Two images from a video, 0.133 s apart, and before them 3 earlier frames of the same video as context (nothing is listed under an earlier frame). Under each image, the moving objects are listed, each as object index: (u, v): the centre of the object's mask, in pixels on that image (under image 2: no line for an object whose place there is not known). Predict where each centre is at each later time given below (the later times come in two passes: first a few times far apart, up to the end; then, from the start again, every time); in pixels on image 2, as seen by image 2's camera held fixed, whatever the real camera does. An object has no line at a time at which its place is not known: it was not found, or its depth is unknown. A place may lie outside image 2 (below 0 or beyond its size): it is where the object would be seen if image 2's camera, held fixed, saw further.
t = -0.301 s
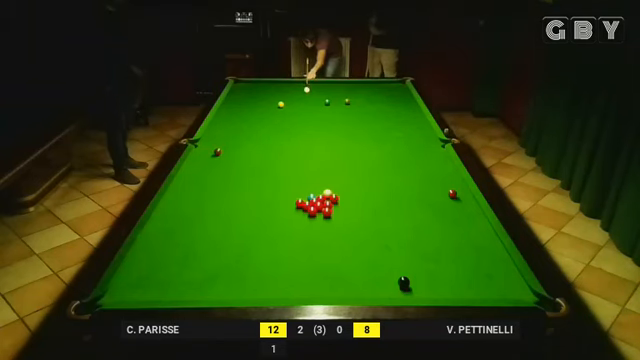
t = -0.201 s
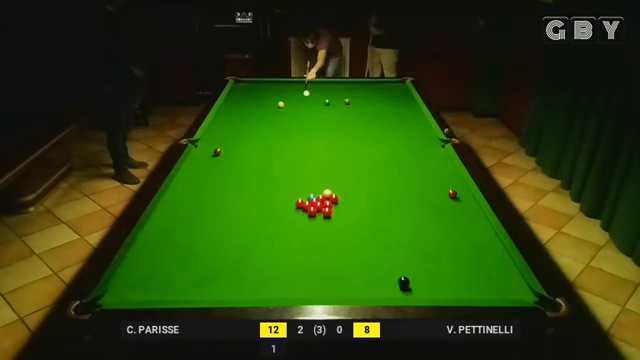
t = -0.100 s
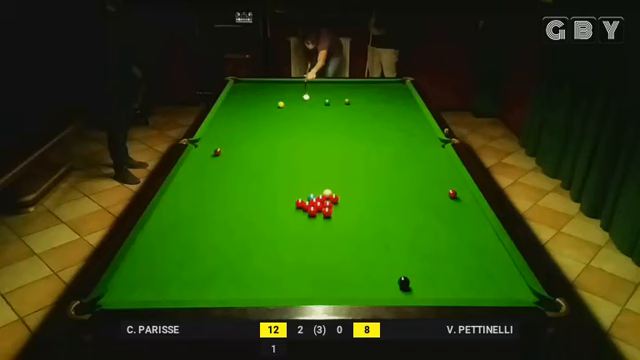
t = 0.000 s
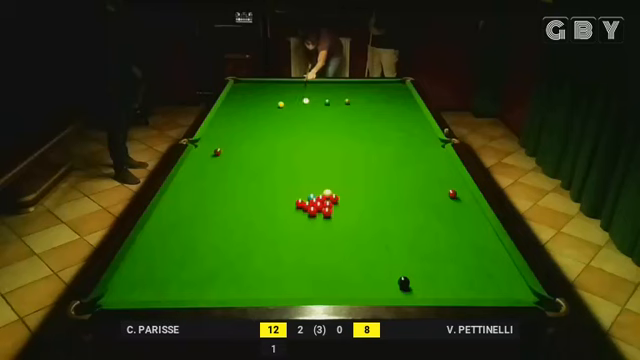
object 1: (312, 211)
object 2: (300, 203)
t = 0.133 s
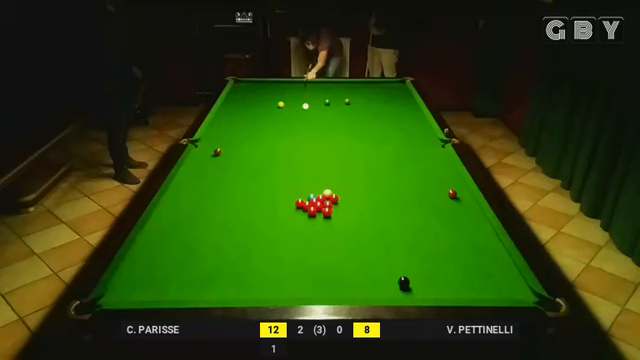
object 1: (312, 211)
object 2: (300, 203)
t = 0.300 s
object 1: (312, 211)
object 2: (300, 204)
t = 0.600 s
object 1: (312, 211)
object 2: (300, 203)
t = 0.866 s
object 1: (312, 211)
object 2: (300, 204)
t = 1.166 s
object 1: (312, 211)
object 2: (300, 203)
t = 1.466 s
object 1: (312, 211)
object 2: (300, 203)
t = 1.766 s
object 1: (313, 212)
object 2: (293, 207)
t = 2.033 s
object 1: (318, 218)
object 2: (277, 215)
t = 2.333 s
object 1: (323, 223)
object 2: (260, 224)
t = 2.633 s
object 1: (327, 229)
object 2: (243, 233)
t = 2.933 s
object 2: (226, 242)
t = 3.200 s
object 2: (211, 249)
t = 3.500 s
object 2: (195, 257)
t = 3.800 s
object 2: (180, 265)
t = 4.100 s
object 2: (166, 272)
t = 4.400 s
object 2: (154, 278)
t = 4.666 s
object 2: (144, 283)
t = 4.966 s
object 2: (134, 287)
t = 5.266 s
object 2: (127, 291)
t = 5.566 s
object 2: (121, 293)
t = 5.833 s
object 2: (117, 295)
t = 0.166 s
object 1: (312, 211)
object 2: (300, 203)
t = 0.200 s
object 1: (312, 211)
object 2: (300, 203)
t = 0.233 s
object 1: (312, 211)
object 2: (300, 203)
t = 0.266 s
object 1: (312, 211)
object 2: (300, 203)
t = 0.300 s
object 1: (312, 211)
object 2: (300, 204)
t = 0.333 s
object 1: (312, 211)
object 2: (300, 203)
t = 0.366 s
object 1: (312, 211)
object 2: (300, 203)
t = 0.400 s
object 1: (312, 211)
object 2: (300, 203)
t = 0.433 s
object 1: (312, 211)
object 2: (300, 203)
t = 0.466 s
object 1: (312, 211)
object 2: (300, 203)
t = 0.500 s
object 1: (312, 211)
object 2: (300, 203)
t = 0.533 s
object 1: (312, 211)
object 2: (300, 203)
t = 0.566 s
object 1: (312, 211)
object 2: (300, 203)
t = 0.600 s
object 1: (312, 211)
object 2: (300, 203)
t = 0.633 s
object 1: (312, 211)
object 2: (300, 203)
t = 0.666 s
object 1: (312, 211)
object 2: (300, 203)
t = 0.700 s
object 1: (312, 211)
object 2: (300, 203)
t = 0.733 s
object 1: (312, 211)
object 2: (300, 203)
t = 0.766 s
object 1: (312, 211)
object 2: (300, 203)
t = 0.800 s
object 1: (312, 211)
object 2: (300, 204)
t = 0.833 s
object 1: (312, 211)
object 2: (300, 203)
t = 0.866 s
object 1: (312, 211)
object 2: (300, 204)
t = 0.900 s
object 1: (312, 211)
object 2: (300, 203)
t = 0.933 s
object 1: (312, 211)
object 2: (300, 203)
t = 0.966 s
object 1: (312, 211)
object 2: (300, 203)
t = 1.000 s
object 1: (312, 211)
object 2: (300, 203)
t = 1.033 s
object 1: (312, 211)
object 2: (300, 203)
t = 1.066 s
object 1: (312, 211)
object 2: (300, 204)
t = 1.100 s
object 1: (312, 211)
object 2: (300, 204)
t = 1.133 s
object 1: (312, 211)
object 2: (300, 204)
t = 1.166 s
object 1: (312, 211)
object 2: (300, 203)
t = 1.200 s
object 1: (312, 211)
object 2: (300, 203)
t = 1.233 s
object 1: (312, 211)
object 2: (300, 203)
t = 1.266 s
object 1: (312, 211)
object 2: (300, 203)
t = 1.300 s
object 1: (312, 211)
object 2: (300, 203)
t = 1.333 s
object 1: (312, 211)
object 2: (300, 203)
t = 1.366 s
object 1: (312, 211)
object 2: (300, 203)
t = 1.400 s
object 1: (312, 211)
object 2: (300, 203)
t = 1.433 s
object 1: (312, 211)
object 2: (300, 203)
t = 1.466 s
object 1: (312, 211)
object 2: (300, 203)
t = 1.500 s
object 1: (312, 211)
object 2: (300, 203)
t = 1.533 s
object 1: (312, 211)
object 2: (300, 203)
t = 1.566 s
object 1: (312, 211)
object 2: (300, 204)
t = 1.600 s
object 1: (312, 211)
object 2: (300, 203)
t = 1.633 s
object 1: (312, 211)
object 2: (300, 204)
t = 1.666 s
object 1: (312, 211)
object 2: (299, 204)
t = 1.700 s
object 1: (312, 211)
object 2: (298, 205)
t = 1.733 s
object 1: (312, 211)
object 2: (296, 206)
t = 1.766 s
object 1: (313, 212)
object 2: (293, 207)
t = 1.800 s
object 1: (314, 213)
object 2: (291, 208)
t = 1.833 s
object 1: (314, 213)
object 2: (289, 209)
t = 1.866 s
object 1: (315, 214)
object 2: (287, 211)
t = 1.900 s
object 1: (315, 215)
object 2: (285, 212)
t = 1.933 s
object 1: (316, 216)
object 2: (283, 213)
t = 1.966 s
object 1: (317, 217)
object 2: (281, 213)
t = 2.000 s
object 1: (317, 218)
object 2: (279, 214)
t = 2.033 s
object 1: (318, 218)
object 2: (277, 215)
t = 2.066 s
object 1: (319, 219)
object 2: (275, 217)
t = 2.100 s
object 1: (319, 219)
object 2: (273, 217)
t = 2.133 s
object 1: (319, 220)
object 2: (271, 218)
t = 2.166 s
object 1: (320, 220)
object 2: (269, 219)
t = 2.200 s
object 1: (321, 221)
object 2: (267, 220)
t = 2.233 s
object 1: (321, 222)
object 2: (266, 221)
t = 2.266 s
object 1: (322, 222)
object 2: (264, 222)
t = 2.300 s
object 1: (322, 223)
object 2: (262, 223)
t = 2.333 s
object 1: (323, 223)
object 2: (260, 224)
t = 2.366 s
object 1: (323, 224)
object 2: (258, 225)
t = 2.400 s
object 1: (324, 225)
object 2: (256, 226)
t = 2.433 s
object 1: (324, 225)
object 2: (254, 227)
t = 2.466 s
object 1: (324, 226)
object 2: (253, 228)
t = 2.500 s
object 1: (325, 227)
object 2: (250, 229)
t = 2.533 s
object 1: (325, 227)
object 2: (248, 230)
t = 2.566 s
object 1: (326, 228)
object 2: (246, 231)
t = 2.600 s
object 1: (326, 228)
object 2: (245, 232)
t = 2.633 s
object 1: (327, 229)
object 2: (243, 233)
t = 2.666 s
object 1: (327, 229)
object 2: (241, 234)
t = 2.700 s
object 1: (328, 229)
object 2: (239, 235)
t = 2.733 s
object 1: (328, 230)
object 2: (237, 236)
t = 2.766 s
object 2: (235, 237)
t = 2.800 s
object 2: (233, 238)
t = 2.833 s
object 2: (231, 239)
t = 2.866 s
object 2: (230, 240)
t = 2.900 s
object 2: (228, 241)
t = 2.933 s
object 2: (226, 242)
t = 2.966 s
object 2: (224, 243)
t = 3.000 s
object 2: (222, 244)
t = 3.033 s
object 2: (220, 245)
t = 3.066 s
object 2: (218, 246)
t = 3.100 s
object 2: (216, 246)
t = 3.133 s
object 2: (215, 247)
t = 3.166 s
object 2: (213, 248)
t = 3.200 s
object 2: (211, 249)
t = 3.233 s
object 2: (209, 250)
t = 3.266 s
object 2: (207, 251)
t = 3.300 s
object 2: (206, 252)
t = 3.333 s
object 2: (204, 253)
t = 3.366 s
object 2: (202, 253)
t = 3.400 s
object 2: (200, 254)
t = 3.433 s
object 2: (199, 255)
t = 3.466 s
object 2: (197, 256)
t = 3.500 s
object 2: (195, 257)
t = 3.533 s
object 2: (194, 258)
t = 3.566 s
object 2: (192, 259)
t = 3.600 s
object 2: (190, 260)
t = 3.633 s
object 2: (188, 261)
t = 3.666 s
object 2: (187, 262)
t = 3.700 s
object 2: (185, 262)
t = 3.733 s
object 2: (183, 263)
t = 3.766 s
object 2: (182, 264)
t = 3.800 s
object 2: (180, 265)
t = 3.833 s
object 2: (179, 265)
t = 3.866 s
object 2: (177, 266)
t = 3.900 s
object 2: (176, 267)
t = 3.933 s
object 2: (174, 268)
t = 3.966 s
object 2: (172, 269)
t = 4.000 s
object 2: (171, 269)
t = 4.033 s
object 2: (169, 270)
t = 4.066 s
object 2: (168, 271)
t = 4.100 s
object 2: (166, 272)
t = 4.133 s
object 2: (165, 272)
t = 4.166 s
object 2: (163, 273)
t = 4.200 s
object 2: (162, 274)
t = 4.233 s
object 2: (161, 274)
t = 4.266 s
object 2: (159, 275)
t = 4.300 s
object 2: (158, 276)
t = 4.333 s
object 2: (157, 276)
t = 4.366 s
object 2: (155, 277)
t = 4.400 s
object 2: (154, 278)
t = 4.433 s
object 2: (152, 279)
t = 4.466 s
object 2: (151, 279)
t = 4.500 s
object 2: (150, 280)
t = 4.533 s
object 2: (149, 281)
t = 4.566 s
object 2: (148, 281)
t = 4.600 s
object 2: (146, 282)
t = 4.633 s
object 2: (145, 282)
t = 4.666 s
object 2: (144, 283)
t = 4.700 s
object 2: (143, 283)
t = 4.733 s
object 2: (142, 284)
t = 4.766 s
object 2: (141, 285)
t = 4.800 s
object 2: (140, 285)
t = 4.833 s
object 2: (138, 286)
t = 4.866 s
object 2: (137, 286)
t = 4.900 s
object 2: (136, 287)
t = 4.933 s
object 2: (135, 287)
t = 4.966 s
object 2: (134, 287)
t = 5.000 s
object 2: (134, 287)
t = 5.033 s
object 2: (133, 288)
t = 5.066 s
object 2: (132, 288)
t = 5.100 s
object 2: (131, 289)
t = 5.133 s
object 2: (130, 290)
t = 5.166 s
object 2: (129, 290)
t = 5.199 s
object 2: (129, 290)
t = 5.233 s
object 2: (127, 291)
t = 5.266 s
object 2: (127, 291)
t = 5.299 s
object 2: (127, 291)
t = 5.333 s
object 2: (126, 291)
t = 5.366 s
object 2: (124, 292)
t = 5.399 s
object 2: (124, 292)
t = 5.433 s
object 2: (124, 292)
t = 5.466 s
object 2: (123, 292)
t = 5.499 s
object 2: (122, 293)
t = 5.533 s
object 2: (121, 293)
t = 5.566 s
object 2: (121, 293)
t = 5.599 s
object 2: (120, 294)
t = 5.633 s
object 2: (120, 294)
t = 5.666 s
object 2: (120, 294)
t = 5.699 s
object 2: (119, 294)
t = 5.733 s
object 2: (119, 294)
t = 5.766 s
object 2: (118, 294)
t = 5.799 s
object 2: (118, 295)
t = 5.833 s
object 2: (117, 295)
